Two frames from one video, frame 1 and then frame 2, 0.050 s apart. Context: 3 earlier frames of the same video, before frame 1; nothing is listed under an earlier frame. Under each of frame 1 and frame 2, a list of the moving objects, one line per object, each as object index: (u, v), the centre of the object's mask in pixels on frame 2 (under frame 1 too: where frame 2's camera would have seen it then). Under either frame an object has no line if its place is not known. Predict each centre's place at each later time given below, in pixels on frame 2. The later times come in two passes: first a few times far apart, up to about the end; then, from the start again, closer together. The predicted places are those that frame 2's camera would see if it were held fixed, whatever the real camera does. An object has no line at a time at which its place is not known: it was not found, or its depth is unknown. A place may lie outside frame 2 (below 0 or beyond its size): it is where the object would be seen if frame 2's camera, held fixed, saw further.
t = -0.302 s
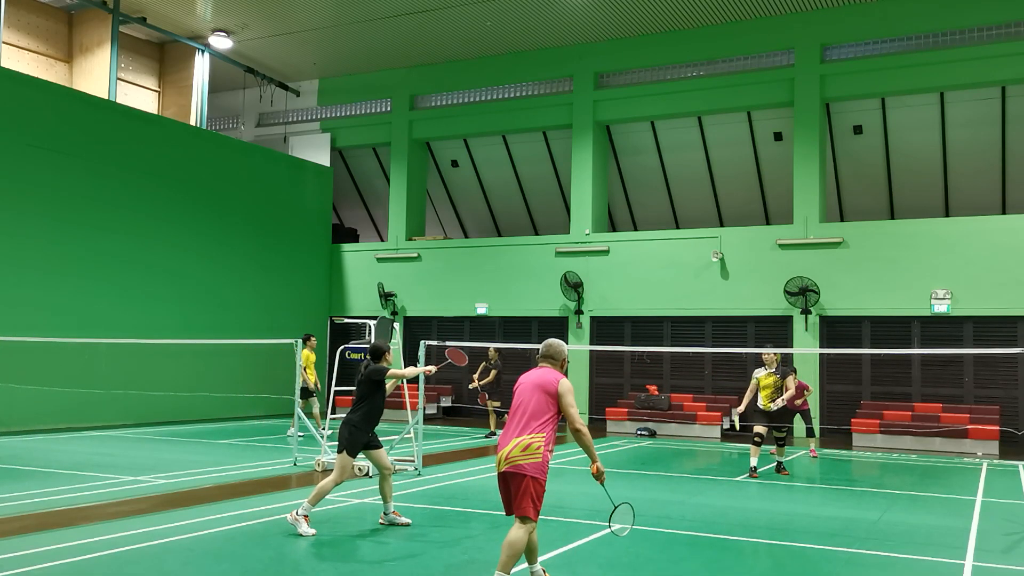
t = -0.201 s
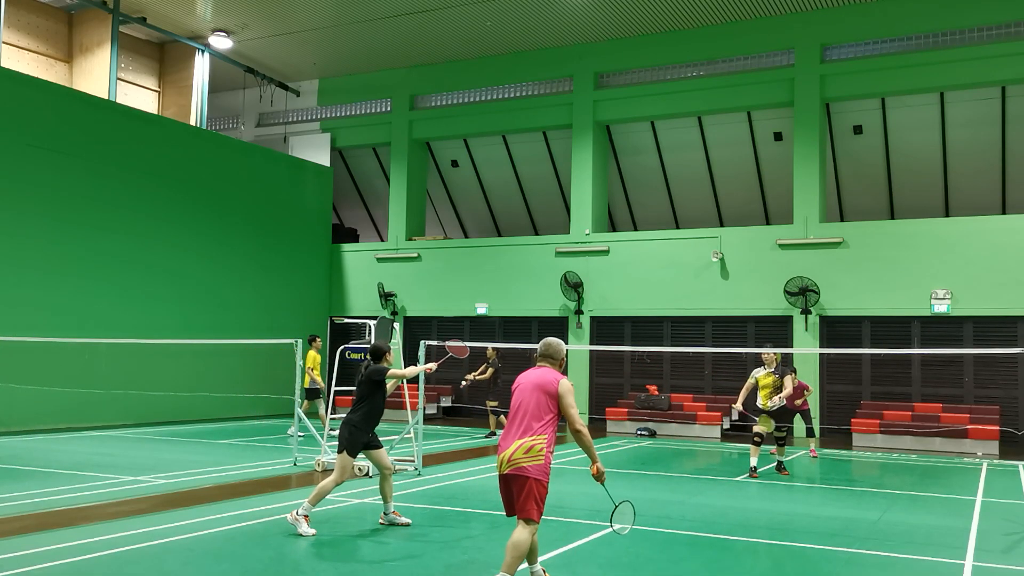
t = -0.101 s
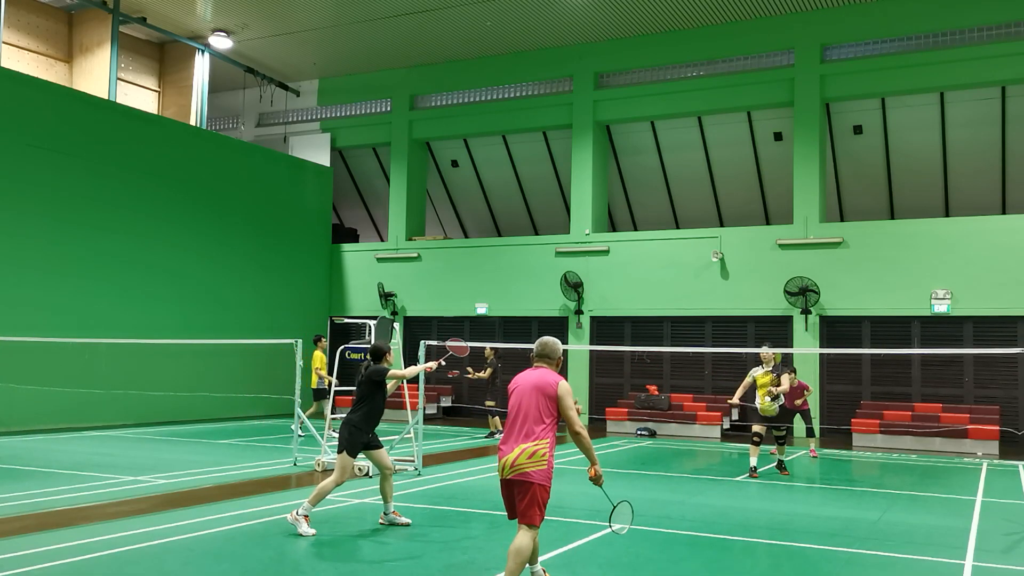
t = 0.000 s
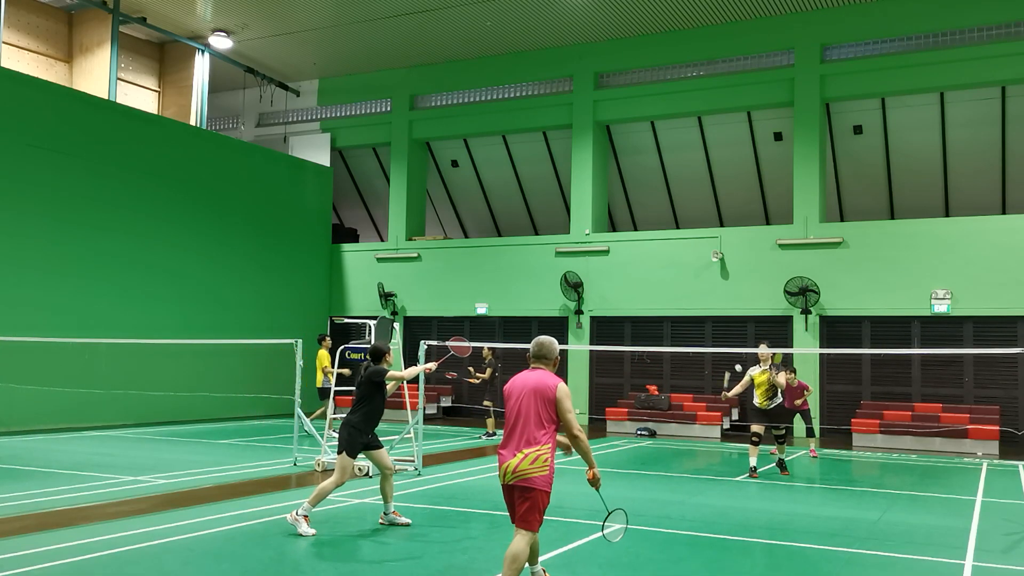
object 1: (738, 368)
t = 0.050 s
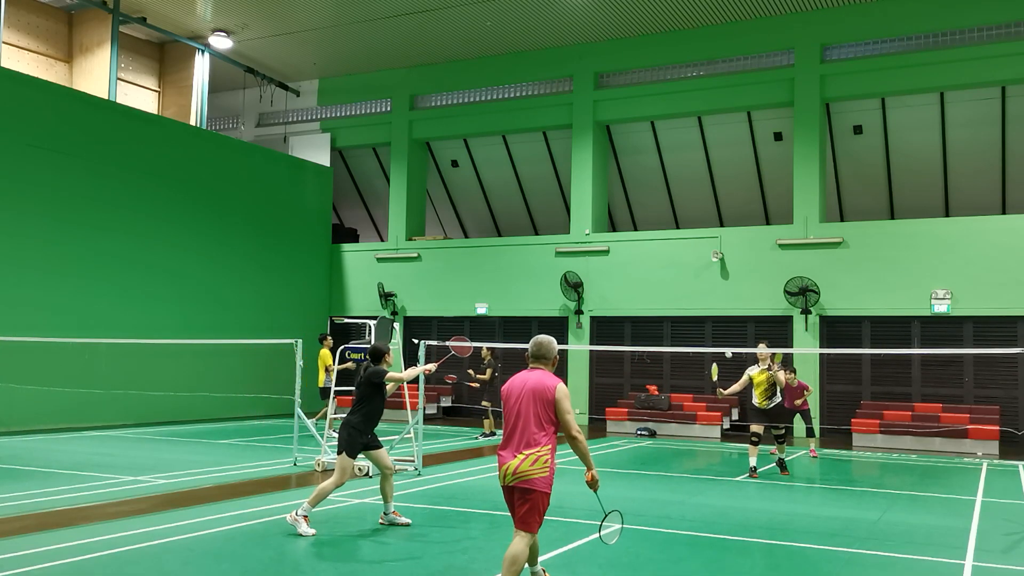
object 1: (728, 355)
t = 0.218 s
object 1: (689, 317)
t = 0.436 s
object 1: (639, 312)
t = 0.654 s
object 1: (589, 353)
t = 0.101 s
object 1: (716, 340)
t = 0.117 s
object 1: (713, 336)
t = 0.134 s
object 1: (709, 332)
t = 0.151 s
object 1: (705, 328)
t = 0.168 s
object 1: (701, 325)
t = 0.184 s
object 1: (697, 322)
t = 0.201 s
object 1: (693, 319)
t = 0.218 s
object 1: (689, 317)
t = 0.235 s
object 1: (685, 315)
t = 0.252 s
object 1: (681, 313)
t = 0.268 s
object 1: (678, 311)
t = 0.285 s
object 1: (673, 310)
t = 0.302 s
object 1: (670, 309)
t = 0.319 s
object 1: (666, 309)
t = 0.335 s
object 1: (662, 308)
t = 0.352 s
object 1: (658, 308)
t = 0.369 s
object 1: (654, 309)
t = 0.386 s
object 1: (650, 309)
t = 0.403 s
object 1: (646, 310)
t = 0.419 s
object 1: (643, 311)
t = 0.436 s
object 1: (639, 312)
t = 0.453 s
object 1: (635, 314)
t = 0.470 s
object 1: (631, 316)
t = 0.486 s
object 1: (627, 318)
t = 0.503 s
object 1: (623, 320)
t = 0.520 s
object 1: (620, 322)
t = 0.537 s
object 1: (616, 325)
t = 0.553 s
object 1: (612, 328)
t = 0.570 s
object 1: (608, 332)
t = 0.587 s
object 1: (604, 336)
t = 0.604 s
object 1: (600, 340)
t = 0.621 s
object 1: (597, 343)
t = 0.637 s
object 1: (593, 348)
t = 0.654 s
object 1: (589, 353)
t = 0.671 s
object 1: (585, 358)
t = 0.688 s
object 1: (581, 363)
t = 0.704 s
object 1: (577, 369)
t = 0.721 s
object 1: (573, 375)
